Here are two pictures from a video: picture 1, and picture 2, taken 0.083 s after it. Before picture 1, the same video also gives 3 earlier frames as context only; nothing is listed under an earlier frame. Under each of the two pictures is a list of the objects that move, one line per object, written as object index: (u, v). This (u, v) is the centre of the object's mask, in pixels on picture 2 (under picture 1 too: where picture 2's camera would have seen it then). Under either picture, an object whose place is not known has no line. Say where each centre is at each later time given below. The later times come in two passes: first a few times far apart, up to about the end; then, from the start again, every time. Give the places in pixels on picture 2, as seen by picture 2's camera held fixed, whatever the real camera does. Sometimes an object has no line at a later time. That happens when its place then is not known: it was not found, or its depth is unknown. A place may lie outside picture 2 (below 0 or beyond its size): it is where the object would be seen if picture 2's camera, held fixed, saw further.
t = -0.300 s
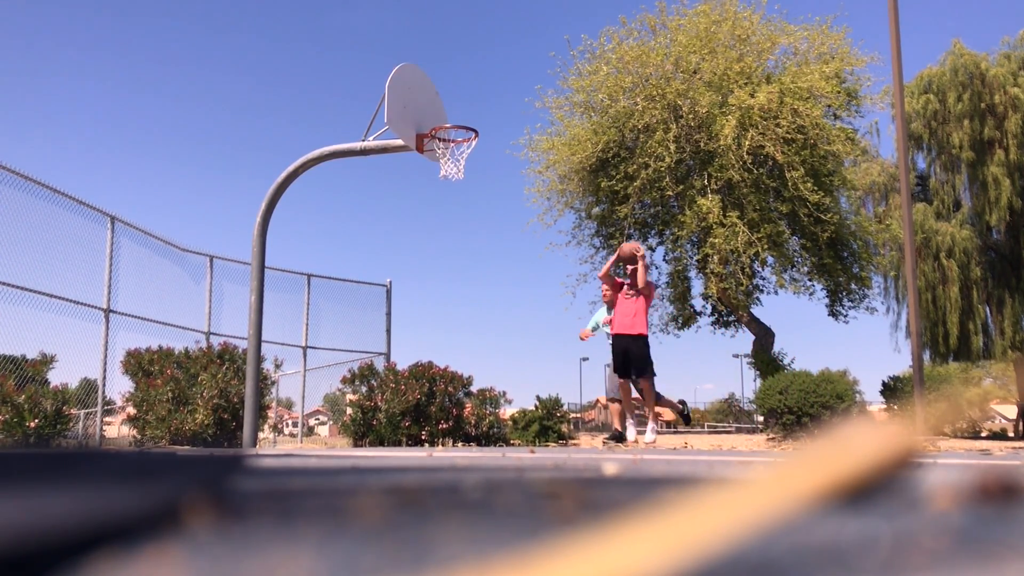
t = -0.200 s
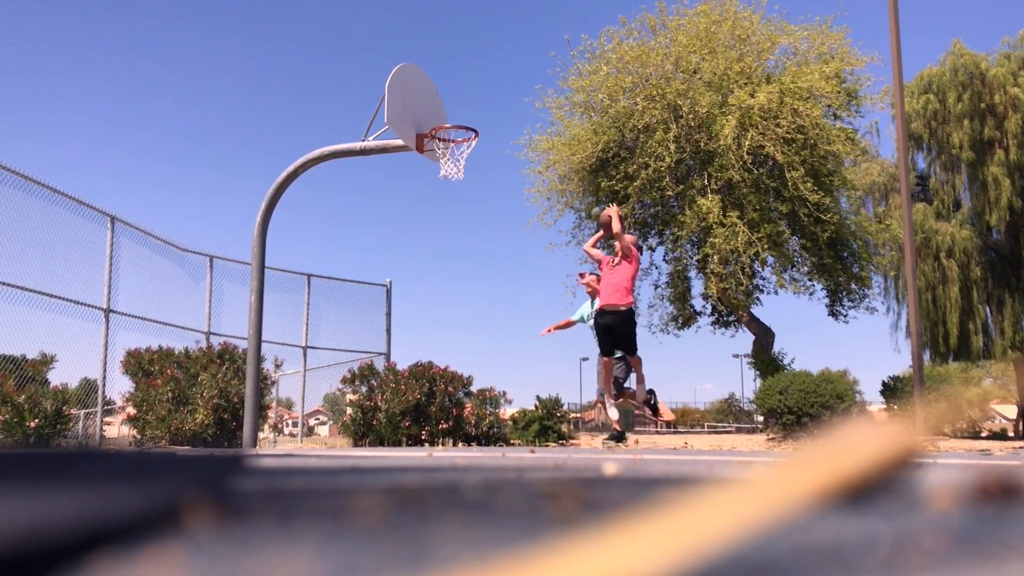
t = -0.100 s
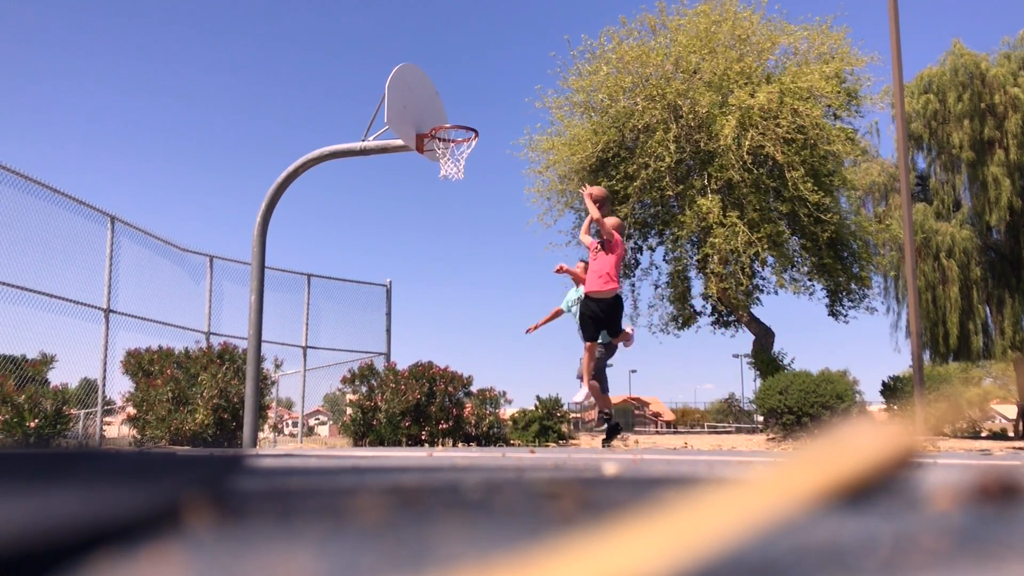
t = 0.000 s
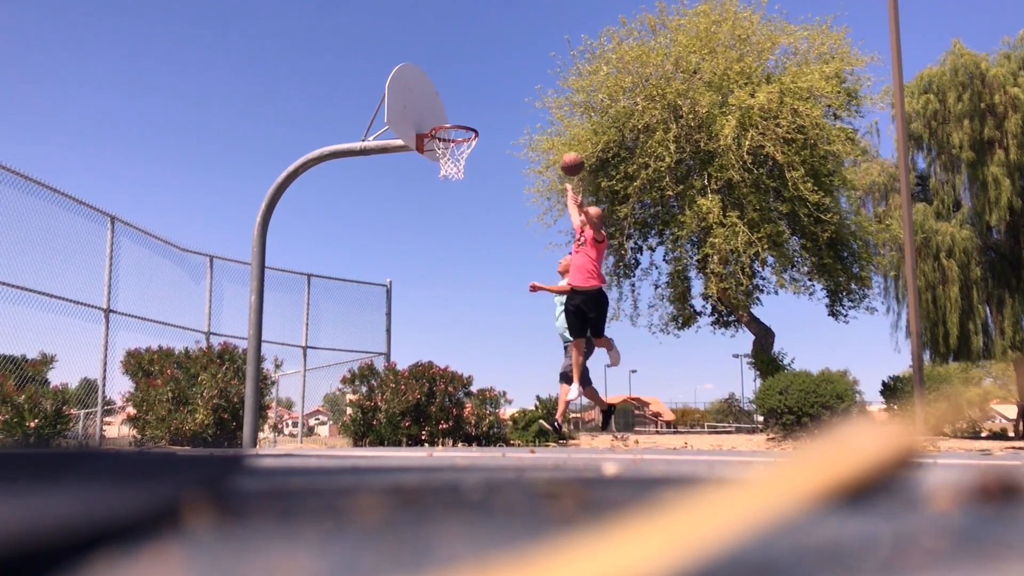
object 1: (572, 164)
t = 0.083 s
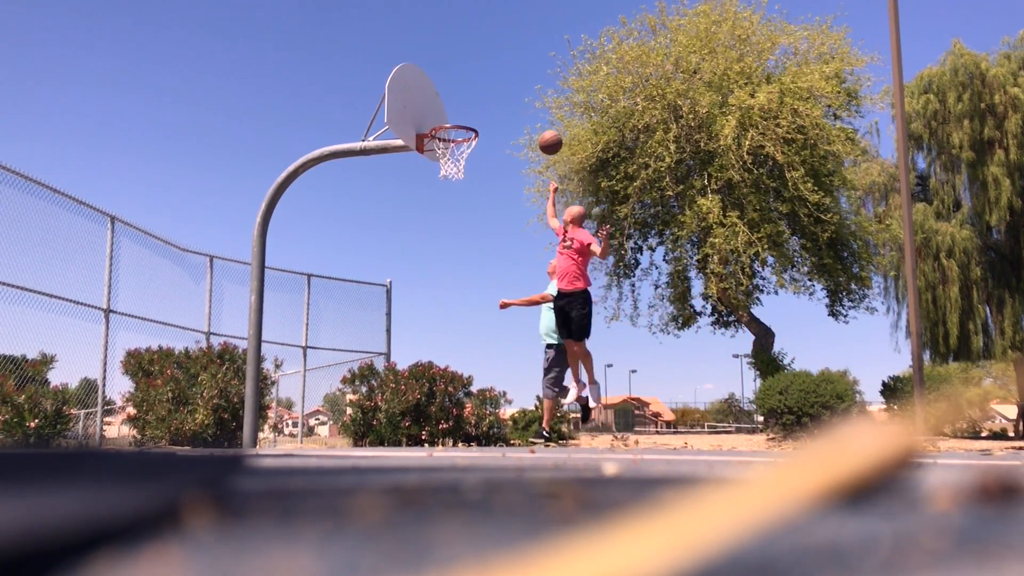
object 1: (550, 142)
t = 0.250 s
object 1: (507, 120)
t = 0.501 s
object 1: (448, 132)
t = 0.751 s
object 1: (471, 148)
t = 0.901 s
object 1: (463, 157)
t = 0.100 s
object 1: (546, 139)
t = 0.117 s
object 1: (541, 136)
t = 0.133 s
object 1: (537, 133)
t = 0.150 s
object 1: (533, 131)
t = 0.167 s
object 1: (529, 128)
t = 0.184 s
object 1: (524, 126)
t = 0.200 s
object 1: (520, 124)
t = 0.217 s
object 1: (516, 123)
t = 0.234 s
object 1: (512, 121)
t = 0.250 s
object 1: (507, 120)
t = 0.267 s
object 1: (503, 119)
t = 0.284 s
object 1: (499, 119)
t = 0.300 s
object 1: (495, 119)
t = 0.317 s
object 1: (491, 119)
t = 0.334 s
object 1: (487, 119)
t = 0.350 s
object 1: (482, 120)
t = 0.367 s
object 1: (478, 120)
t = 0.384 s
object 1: (474, 121)
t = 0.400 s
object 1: (470, 123)
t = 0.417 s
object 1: (466, 124)
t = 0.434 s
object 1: (462, 126)
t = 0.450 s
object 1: (458, 128)
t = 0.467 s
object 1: (454, 131)
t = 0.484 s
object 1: (451, 132)
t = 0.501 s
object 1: (448, 132)
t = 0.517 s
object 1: (446, 132)
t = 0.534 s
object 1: (444, 132)
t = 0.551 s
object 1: (443, 132)
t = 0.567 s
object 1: (445, 132)
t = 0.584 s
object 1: (447, 132)
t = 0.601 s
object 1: (449, 133)
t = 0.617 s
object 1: (452, 134)
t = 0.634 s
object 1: (456, 136)
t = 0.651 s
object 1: (458, 138)
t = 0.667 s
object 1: (462, 140)
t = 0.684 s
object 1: (463, 140)
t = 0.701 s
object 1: (466, 142)
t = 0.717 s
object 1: (468, 144)
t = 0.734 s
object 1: (470, 147)
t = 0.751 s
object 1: (471, 148)
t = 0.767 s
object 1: (471, 150)
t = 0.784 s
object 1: (471, 150)
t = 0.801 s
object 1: (470, 151)
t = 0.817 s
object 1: (468, 152)
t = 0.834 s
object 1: (468, 153)
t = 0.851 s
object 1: (468, 153)
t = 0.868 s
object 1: (466, 155)
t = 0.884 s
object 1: (465, 155)
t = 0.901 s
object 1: (463, 157)
